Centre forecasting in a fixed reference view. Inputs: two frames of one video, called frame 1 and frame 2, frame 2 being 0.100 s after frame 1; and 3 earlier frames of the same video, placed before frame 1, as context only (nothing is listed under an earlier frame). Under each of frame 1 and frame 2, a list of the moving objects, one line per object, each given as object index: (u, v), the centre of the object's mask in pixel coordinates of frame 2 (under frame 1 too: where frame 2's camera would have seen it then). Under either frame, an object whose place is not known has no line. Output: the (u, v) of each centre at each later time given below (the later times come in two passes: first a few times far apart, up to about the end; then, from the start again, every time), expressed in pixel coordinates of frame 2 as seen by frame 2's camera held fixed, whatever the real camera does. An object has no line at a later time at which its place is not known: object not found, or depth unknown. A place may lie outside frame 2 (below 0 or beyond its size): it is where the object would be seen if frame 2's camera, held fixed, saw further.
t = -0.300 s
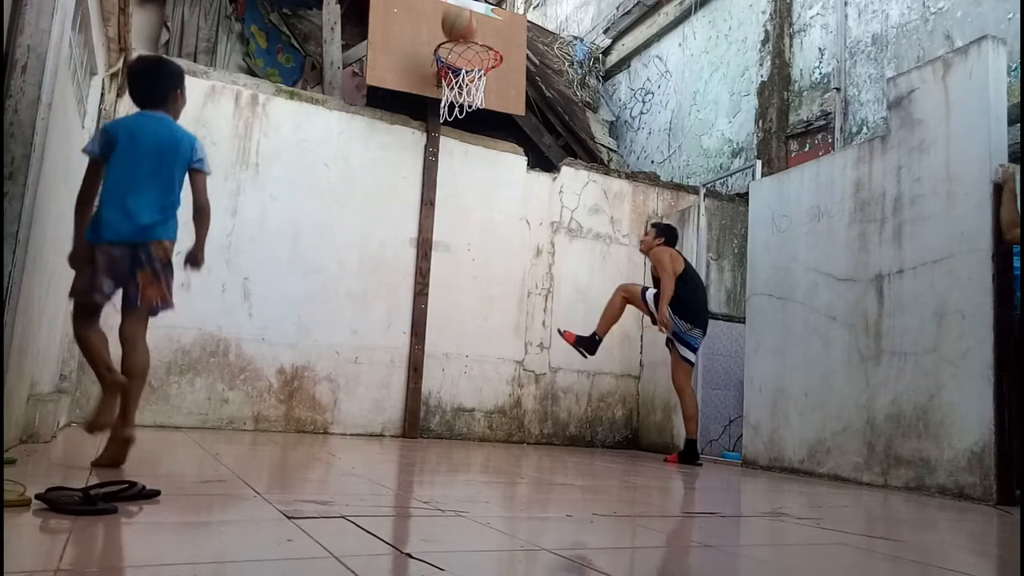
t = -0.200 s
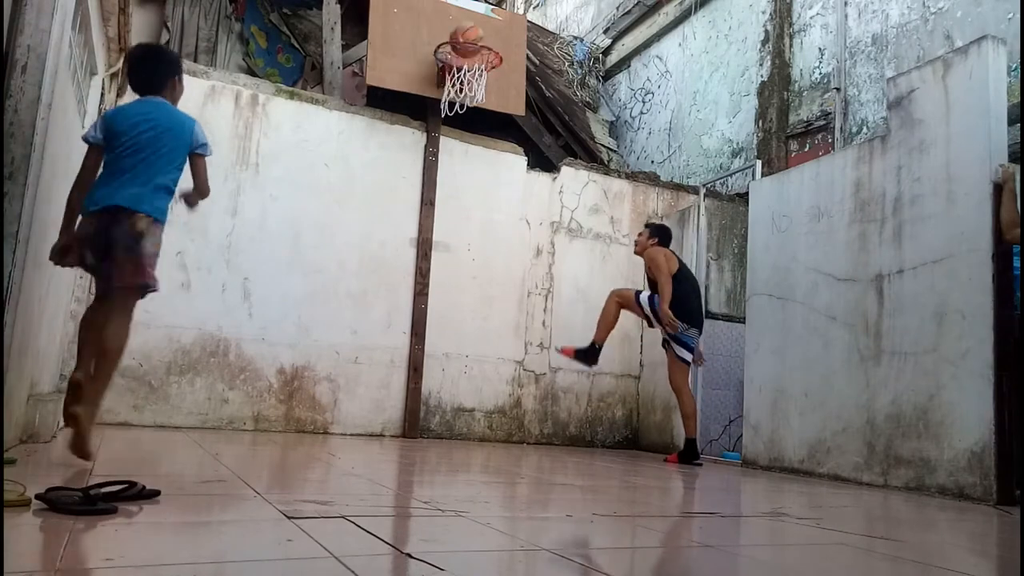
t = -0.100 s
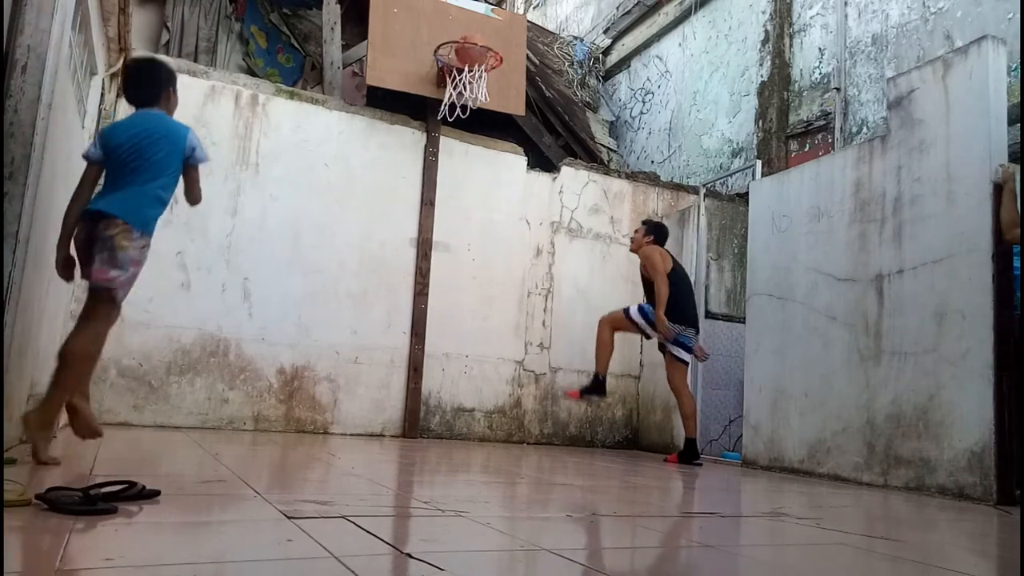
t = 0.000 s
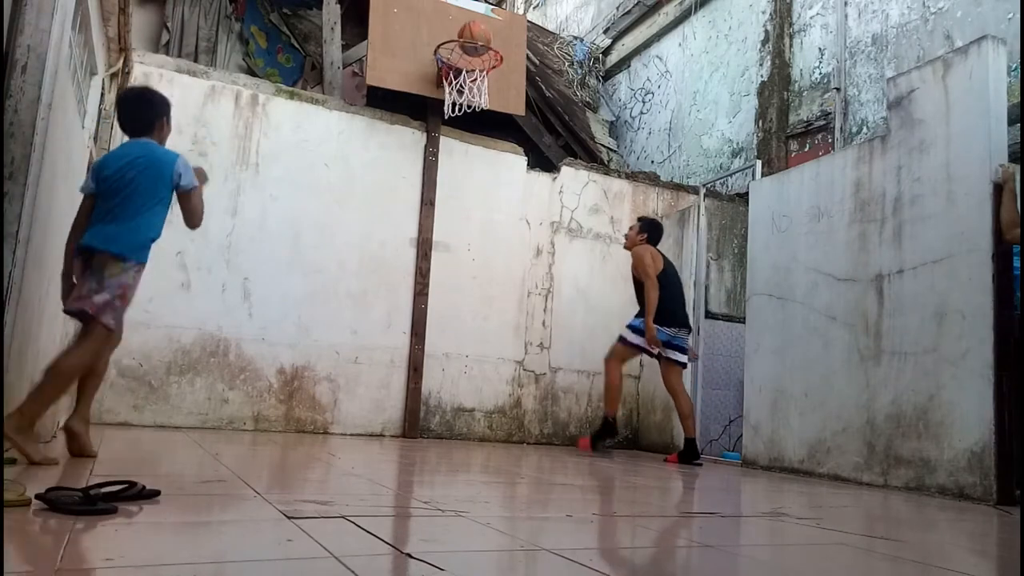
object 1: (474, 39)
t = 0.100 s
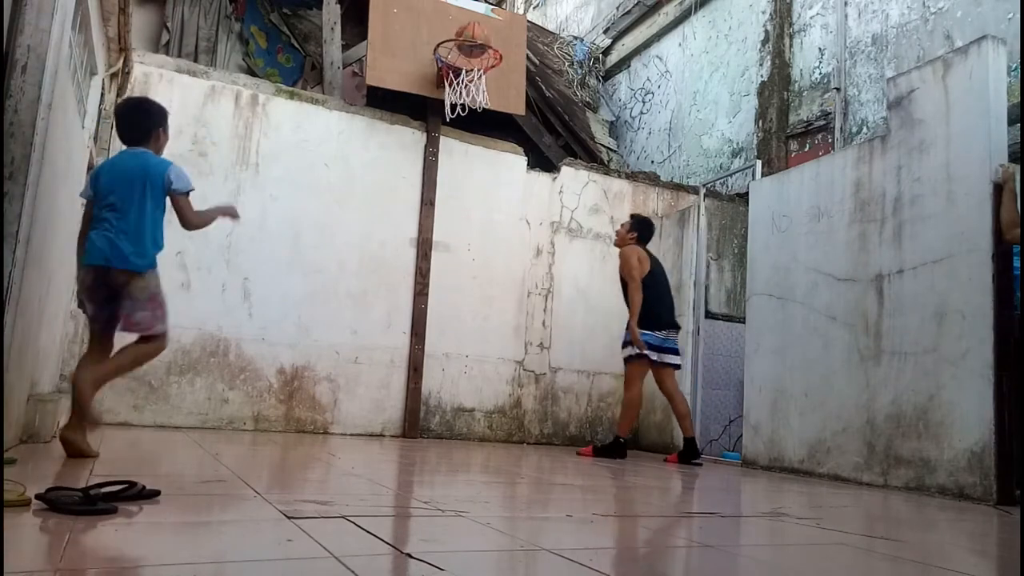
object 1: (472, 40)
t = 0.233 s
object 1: (462, 61)
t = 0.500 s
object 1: (444, 173)
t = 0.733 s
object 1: (416, 358)
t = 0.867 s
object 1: (411, 374)
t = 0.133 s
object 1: (469, 43)
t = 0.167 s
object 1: (467, 49)
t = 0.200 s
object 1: (464, 56)
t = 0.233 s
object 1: (462, 61)
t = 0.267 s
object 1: (461, 68)
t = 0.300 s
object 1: (458, 82)
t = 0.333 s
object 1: (453, 94)
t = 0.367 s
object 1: (452, 111)
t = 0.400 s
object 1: (452, 119)
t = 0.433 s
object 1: (448, 135)
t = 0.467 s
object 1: (446, 153)
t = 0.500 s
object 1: (444, 173)
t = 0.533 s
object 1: (441, 194)
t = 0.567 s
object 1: (436, 216)
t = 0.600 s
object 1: (432, 241)
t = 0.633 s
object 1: (428, 267)
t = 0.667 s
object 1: (425, 295)
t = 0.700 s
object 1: (421, 325)
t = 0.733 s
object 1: (416, 358)
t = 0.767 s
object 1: (412, 392)
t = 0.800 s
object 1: (407, 424)
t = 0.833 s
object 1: (409, 401)
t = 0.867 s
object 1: (411, 374)
